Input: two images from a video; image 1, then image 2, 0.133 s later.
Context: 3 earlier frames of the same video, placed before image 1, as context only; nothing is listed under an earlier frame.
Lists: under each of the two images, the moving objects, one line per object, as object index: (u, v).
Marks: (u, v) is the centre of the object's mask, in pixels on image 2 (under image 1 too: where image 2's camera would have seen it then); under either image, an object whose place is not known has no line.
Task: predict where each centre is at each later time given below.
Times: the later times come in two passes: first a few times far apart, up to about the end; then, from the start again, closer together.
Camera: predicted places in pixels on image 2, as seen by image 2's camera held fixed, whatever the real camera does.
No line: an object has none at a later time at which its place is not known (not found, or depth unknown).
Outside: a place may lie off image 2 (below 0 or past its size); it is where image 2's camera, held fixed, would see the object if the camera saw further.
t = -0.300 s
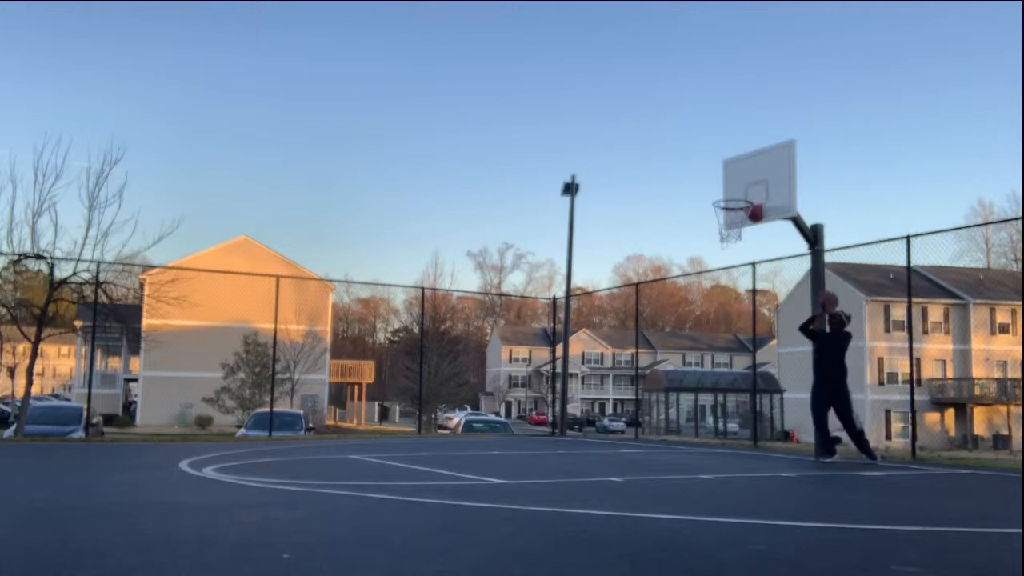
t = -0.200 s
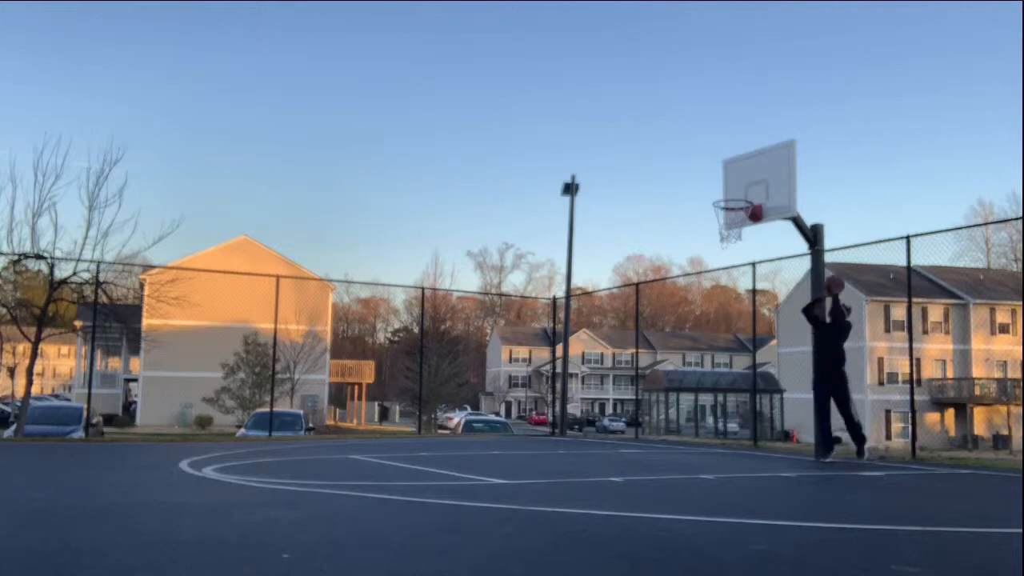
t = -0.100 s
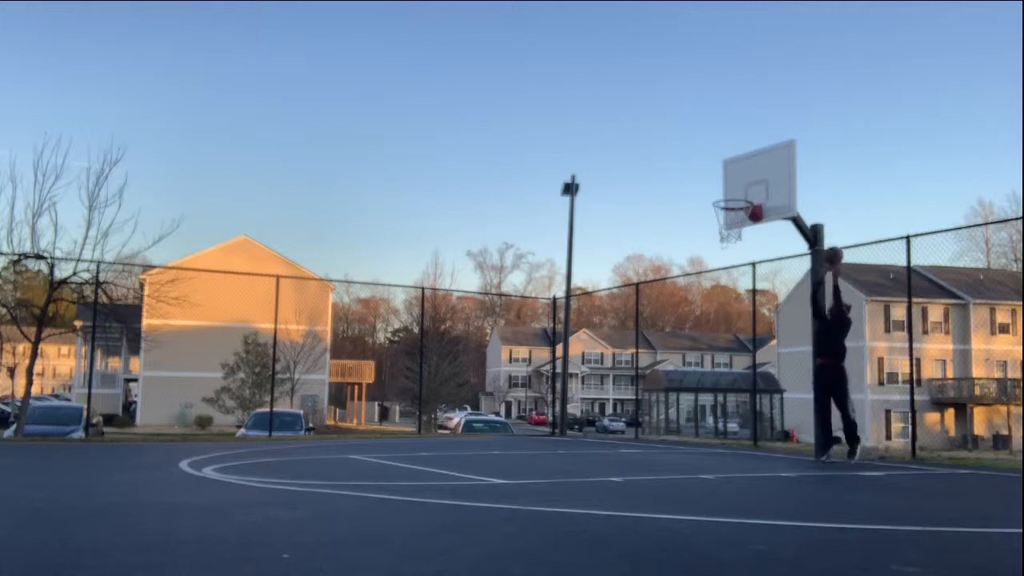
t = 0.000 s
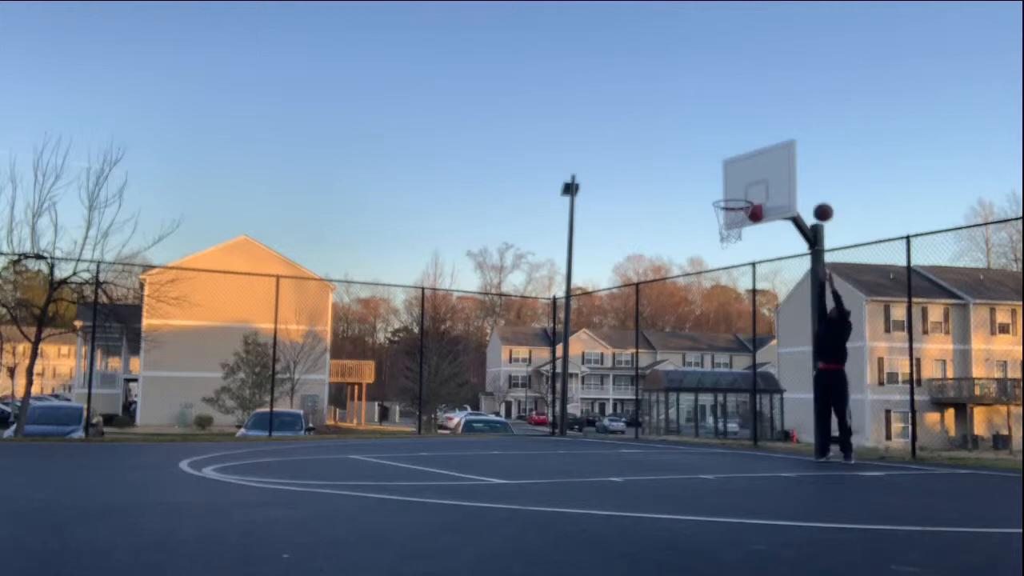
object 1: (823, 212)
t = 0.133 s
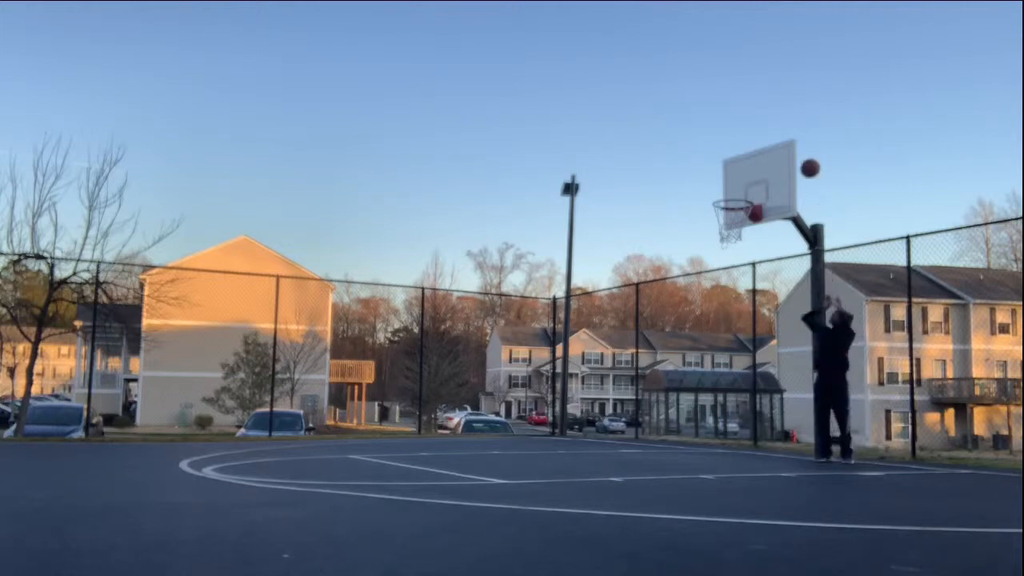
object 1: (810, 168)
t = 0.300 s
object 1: (794, 132)
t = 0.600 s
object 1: (766, 123)
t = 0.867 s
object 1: (742, 173)
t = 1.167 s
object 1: (720, 267)
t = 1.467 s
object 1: (705, 403)
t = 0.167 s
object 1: (807, 159)
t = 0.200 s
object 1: (804, 151)
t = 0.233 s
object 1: (802, 144)
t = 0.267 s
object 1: (798, 137)
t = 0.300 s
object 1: (794, 132)
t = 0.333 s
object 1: (791, 128)
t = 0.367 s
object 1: (787, 124)
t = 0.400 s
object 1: (784, 122)
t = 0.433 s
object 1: (781, 120)
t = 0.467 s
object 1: (778, 118)
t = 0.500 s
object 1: (775, 118)
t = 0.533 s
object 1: (772, 119)
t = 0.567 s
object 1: (770, 120)
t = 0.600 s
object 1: (766, 123)
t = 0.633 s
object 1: (763, 126)
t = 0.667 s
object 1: (761, 130)
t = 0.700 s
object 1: (758, 135)
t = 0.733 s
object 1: (754, 142)
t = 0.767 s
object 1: (751, 148)
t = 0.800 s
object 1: (748, 156)
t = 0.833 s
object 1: (745, 164)
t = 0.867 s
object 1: (742, 173)
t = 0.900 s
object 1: (739, 184)
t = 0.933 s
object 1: (736, 194)
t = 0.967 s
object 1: (734, 206)
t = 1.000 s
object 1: (730, 217)
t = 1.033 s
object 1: (728, 228)
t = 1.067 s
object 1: (725, 237)
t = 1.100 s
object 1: (724, 246)
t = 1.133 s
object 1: (722, 256)
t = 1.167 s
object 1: (720, 267)
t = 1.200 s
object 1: (718, 279)
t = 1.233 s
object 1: (716, 291)
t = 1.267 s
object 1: (715, 305)
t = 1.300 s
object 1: (713, 319)
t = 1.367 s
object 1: (710, 350)
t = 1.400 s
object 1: (708, 367)
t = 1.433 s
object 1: (706, 384)
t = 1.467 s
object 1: (705, 403)
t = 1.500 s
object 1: (703, 423)
